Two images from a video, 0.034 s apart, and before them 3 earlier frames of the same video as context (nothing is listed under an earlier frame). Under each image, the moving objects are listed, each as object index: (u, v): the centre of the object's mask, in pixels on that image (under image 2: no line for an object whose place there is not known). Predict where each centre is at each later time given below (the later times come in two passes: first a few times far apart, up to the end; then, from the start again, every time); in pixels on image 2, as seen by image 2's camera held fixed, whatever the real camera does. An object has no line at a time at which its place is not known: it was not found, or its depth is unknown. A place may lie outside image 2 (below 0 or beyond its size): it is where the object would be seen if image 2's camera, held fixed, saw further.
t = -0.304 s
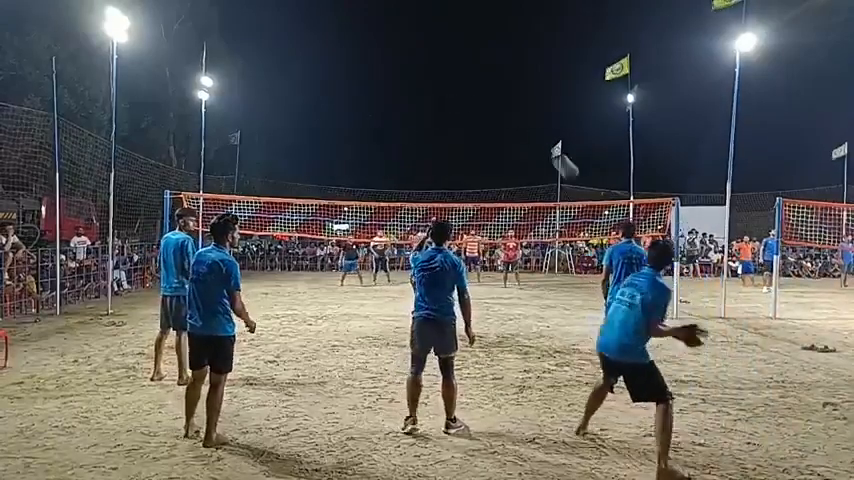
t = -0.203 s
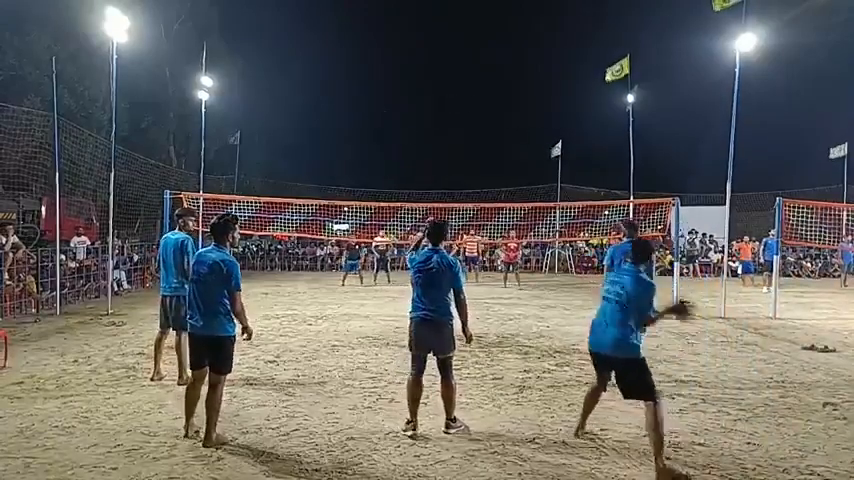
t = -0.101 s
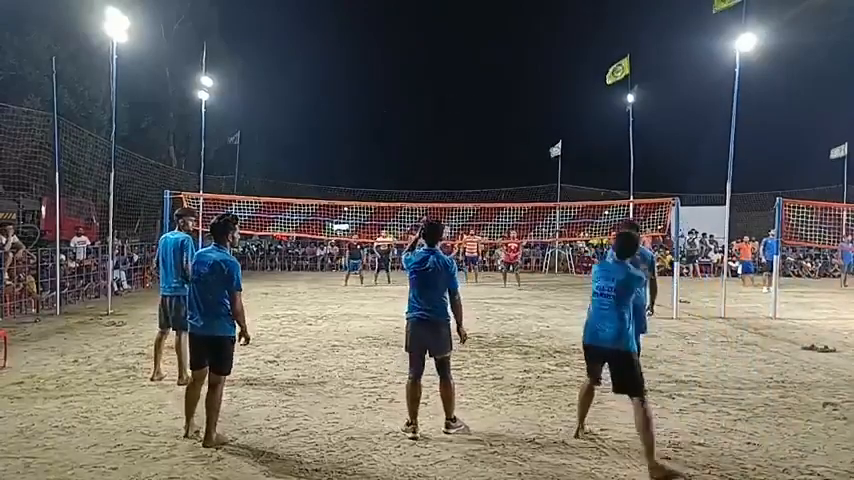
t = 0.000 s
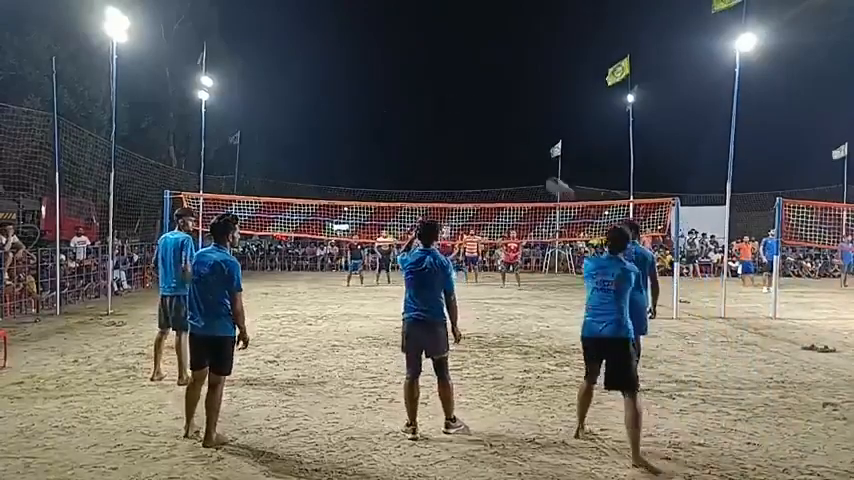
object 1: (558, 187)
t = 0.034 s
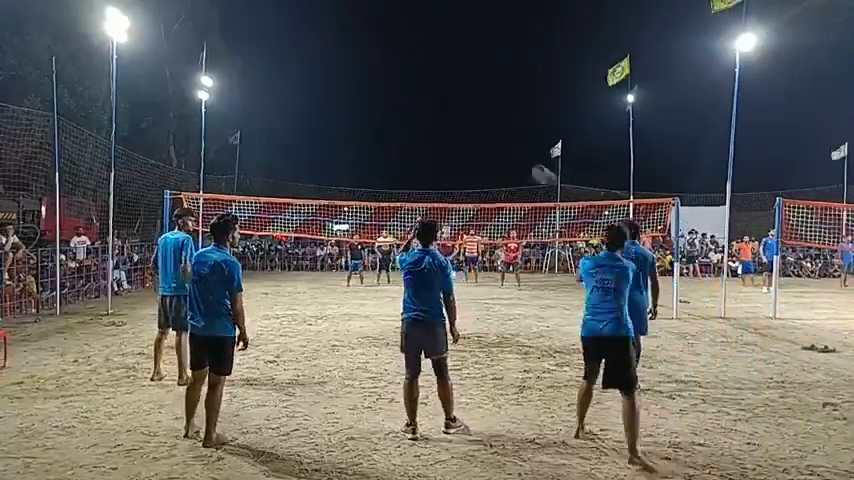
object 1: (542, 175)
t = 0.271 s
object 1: (466, 130)
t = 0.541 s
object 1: (414, 134)
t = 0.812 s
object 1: (380, 165)
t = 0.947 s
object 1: (367, 186)
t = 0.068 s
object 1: (529, 165)
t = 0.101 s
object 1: (515, 155)
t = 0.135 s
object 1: (505, 147)
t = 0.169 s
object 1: (493, 141)
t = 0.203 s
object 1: (483, 136)
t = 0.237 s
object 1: (475, 132)
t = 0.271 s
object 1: (466, 130)
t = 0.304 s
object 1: (457, 128)
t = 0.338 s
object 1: (450, 127)
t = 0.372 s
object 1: (443, 127)
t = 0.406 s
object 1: (436, 127)
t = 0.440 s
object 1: (430, 128)
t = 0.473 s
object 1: (424, 130)
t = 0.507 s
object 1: (419, 132)
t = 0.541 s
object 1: (414, 134)
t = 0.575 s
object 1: (409, 137)
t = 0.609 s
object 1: (404, 140)
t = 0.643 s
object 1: (400, 143)
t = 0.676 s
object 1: (395, 147)
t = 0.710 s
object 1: (391, 151)
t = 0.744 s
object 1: (387, 156)
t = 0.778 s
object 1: (383, 160)
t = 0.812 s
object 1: (380, 165)
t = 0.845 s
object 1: (376, 170)
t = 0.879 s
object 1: (373, 176)
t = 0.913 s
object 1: (370, 181)
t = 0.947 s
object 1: (367, 186)
